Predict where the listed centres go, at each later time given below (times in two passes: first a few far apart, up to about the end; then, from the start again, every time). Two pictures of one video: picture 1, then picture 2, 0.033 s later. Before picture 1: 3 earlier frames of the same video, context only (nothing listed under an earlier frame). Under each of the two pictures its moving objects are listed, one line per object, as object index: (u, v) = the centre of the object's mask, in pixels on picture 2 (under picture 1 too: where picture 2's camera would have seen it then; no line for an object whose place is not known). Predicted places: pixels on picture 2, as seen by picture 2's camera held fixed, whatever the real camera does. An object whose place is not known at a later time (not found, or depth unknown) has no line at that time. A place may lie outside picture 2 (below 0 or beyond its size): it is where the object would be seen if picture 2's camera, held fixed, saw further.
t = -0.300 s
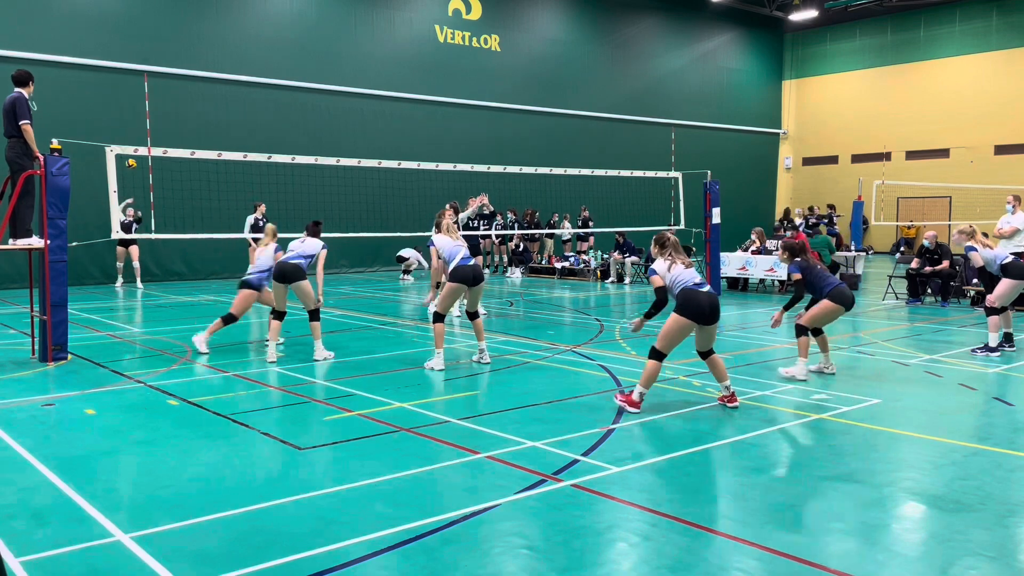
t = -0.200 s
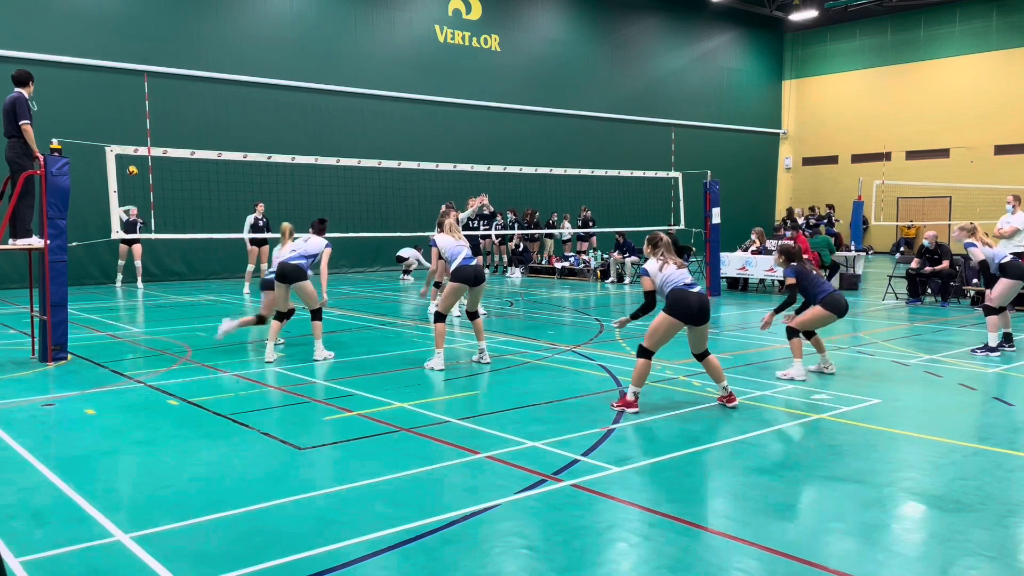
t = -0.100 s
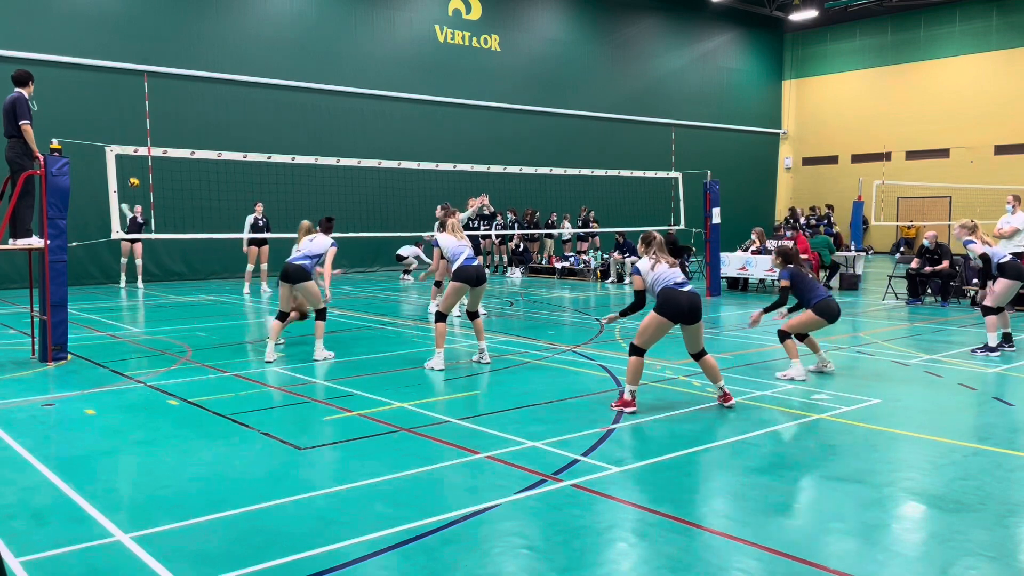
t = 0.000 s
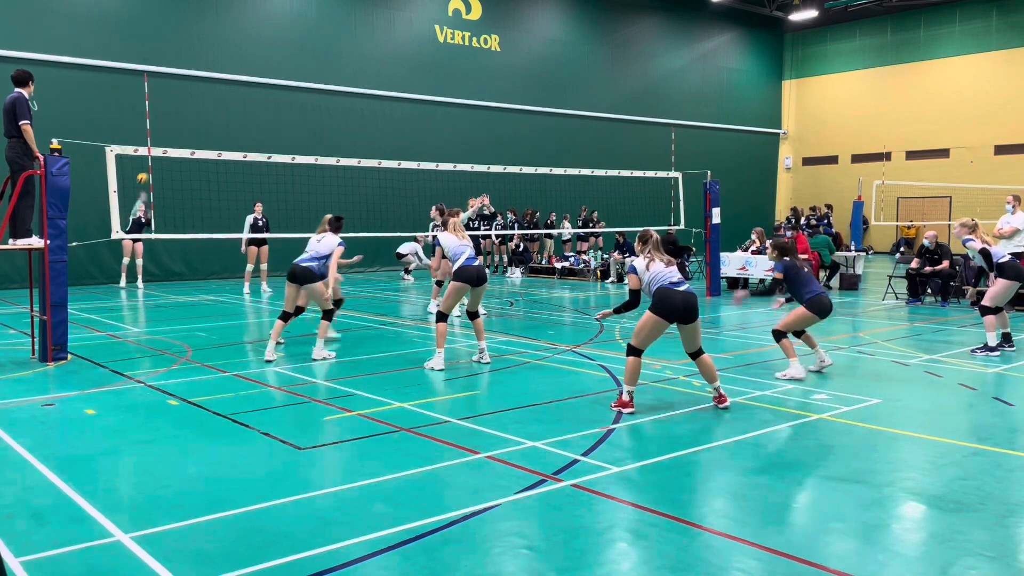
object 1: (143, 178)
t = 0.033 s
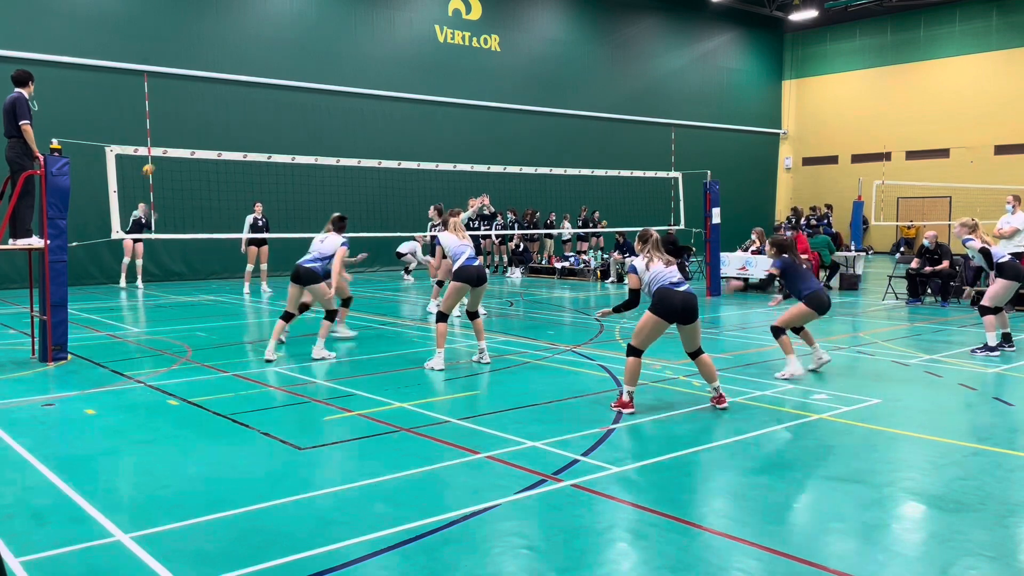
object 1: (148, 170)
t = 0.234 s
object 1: (189, 123)
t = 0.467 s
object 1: (254, 88)
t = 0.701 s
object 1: (344, 86)
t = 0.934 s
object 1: (460, 137)
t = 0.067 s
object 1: (154, 161)
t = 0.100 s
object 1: (160, 158)
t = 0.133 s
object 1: (167, 144)
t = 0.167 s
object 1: (174, 137)
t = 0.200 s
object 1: (181, 130)
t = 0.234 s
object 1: (189, 123)
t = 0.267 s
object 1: (197, 117)
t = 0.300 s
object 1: (206, 110)
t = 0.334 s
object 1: (215, 105)
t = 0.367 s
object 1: (224, 99)
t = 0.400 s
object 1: (234, 95)
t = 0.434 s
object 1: (243, 91)
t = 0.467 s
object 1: (254, 88)
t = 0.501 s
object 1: (266, 85)
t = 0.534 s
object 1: (277, 83)
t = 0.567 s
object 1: (290, 81)
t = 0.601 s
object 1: (302, 81)
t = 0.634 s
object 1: (316, 81)
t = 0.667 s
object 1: (329, 83)
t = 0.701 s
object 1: (344, 86)
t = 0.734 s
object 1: (358, 90)
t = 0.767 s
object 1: (374, 96)
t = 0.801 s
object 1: (390, 102)
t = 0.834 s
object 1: (407, 109)
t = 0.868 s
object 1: (424, 117)
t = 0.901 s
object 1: (441, 127)
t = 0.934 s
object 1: (460, 137)
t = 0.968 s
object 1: (478, 149)
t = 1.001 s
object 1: (497, 160)
